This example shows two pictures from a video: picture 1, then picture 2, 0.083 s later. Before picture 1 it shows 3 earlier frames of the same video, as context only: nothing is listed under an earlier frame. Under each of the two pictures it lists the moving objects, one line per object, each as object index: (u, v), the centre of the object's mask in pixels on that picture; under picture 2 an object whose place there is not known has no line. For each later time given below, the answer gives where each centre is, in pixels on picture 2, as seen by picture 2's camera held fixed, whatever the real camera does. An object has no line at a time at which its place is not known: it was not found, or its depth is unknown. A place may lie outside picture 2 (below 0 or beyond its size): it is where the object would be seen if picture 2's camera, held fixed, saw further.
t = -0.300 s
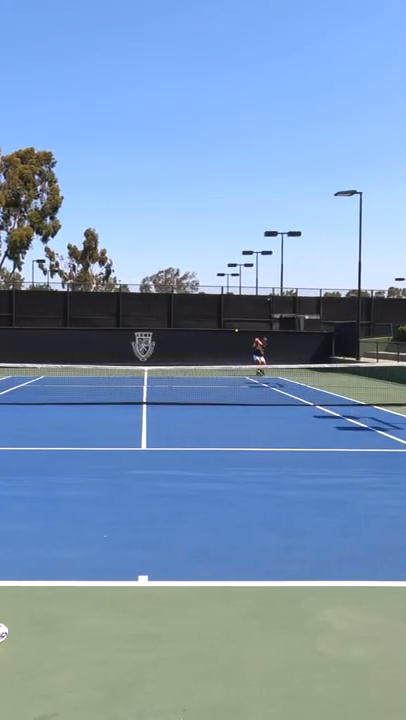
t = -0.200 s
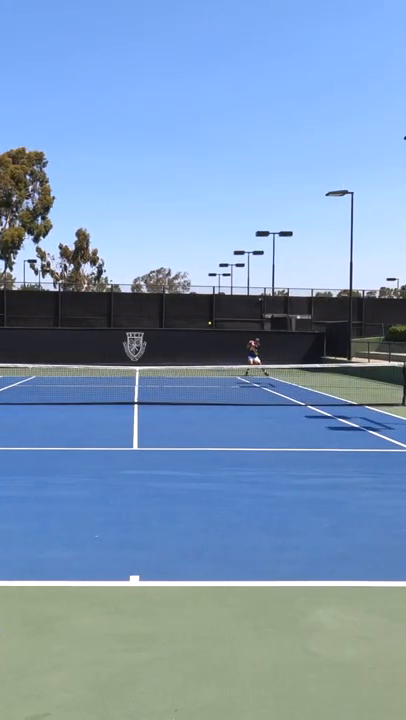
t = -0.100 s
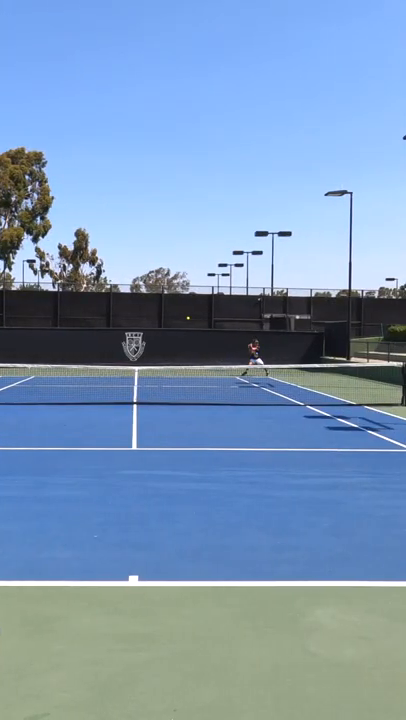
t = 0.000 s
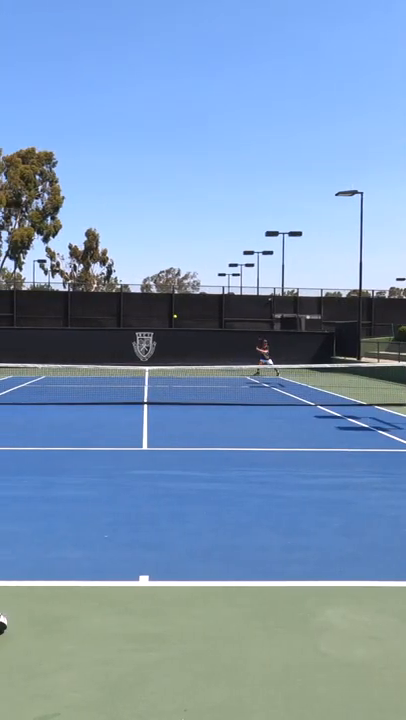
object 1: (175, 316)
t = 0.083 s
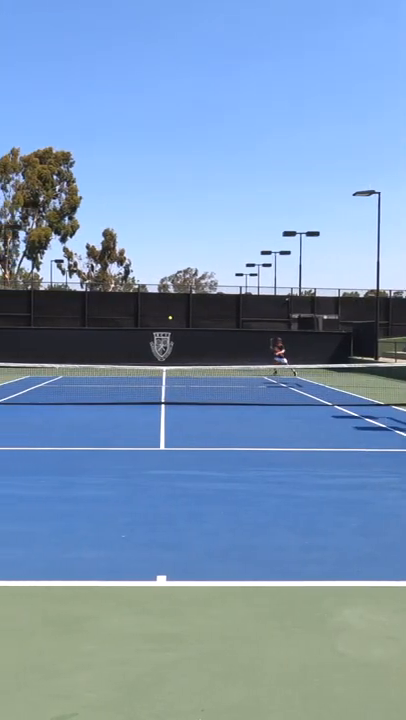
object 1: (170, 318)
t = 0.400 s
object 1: (46, 360)
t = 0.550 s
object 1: (-50, 422)
